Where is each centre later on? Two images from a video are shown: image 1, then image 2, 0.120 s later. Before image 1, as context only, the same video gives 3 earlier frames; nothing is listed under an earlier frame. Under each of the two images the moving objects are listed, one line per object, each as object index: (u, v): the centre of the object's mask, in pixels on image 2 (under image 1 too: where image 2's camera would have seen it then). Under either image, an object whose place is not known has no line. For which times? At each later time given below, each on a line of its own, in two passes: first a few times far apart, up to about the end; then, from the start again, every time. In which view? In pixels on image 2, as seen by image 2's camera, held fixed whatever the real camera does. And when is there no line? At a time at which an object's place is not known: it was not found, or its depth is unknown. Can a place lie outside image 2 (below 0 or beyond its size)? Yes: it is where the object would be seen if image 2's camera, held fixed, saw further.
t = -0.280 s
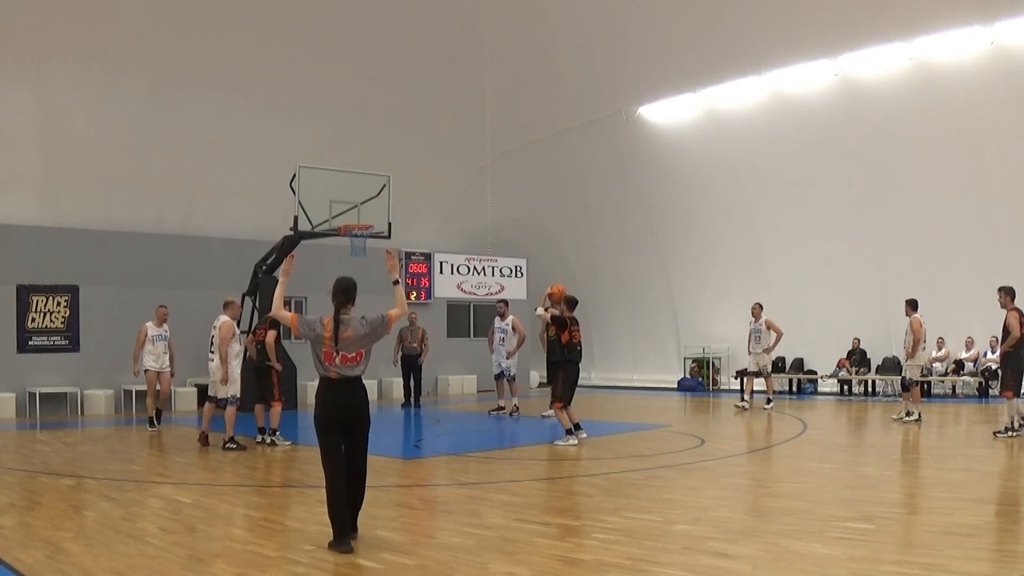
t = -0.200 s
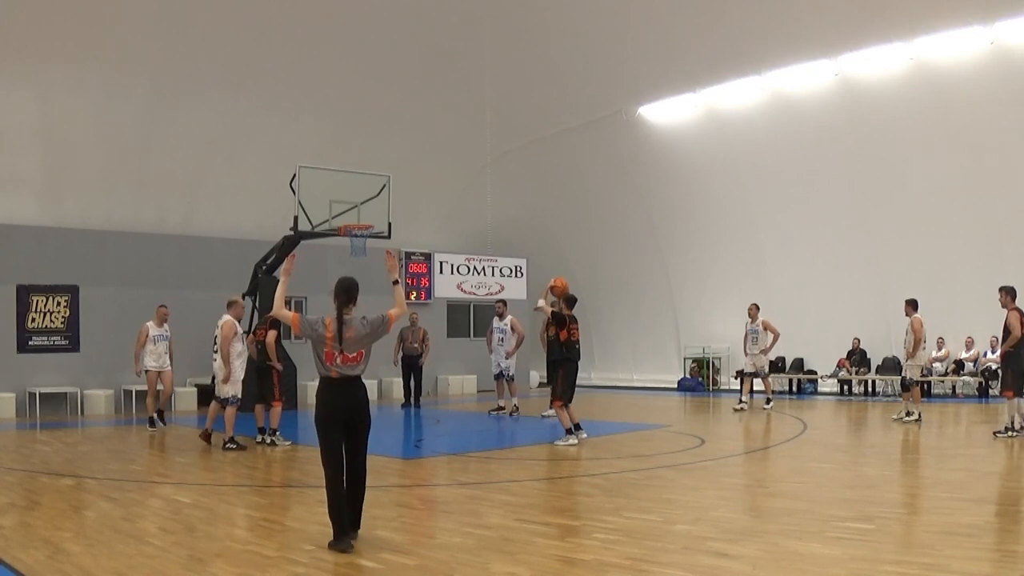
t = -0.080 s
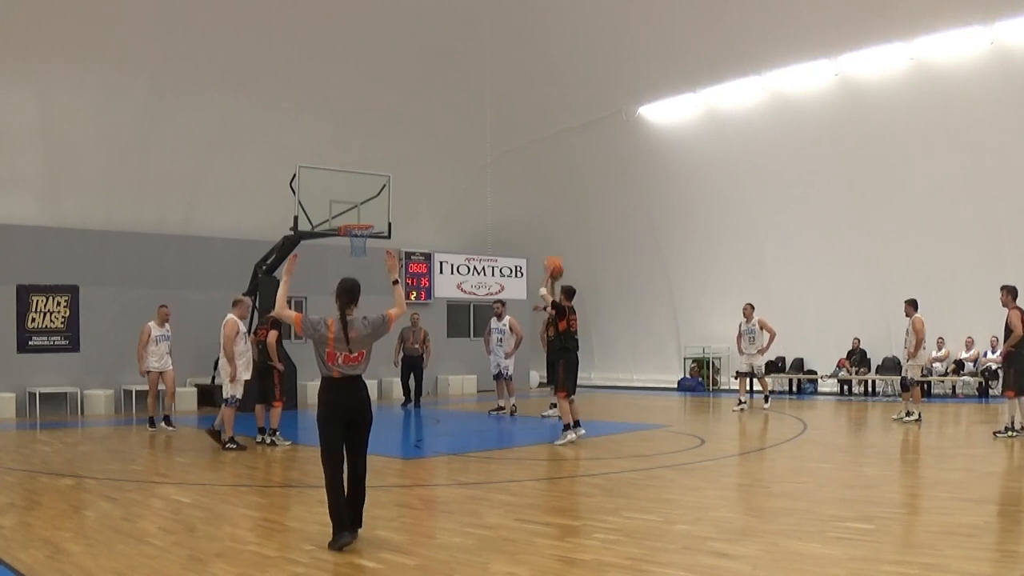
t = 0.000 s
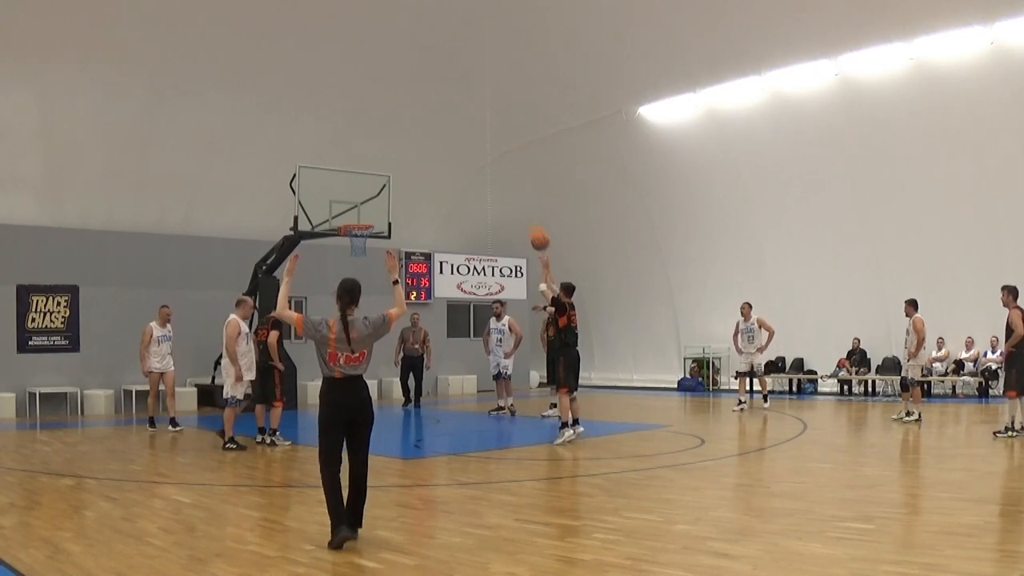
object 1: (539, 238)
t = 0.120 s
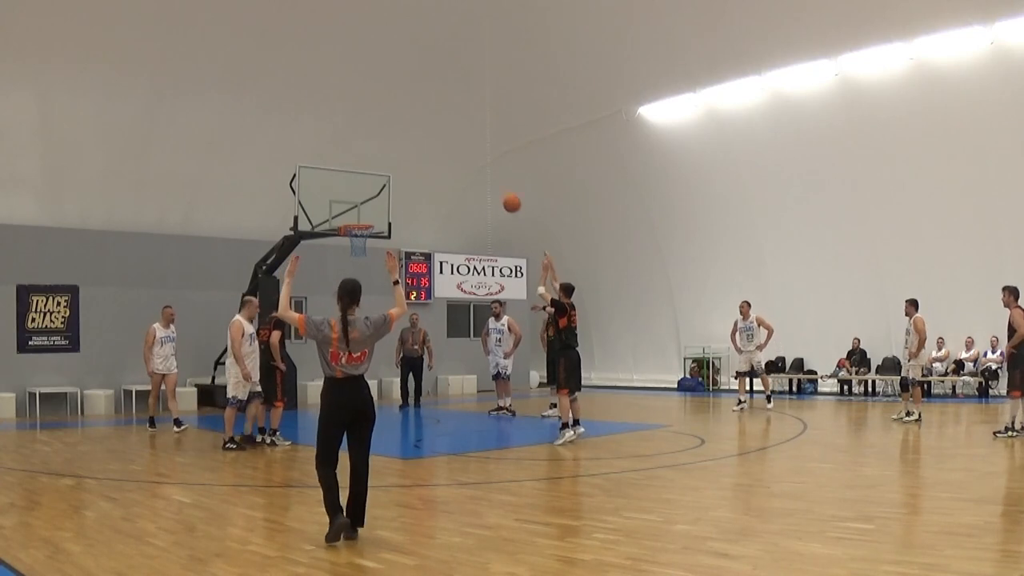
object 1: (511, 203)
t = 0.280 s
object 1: (477, 172)
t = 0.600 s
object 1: (417, 169)
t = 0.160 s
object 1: (503, 193)
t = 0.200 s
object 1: (494, 184)
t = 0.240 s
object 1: (485, 178)
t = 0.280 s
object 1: (477, 172)
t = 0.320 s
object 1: (469, 168)
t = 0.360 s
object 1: (461, 165)
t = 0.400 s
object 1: (453, 163)
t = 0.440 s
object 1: (446, 162)
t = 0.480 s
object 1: (438, 163)
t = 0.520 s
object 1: (431, 164)
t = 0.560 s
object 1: (424, 166)
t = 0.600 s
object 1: (417, 169)
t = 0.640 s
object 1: (410, 174)
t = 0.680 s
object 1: (404, 179)
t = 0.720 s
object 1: (397, 186)
